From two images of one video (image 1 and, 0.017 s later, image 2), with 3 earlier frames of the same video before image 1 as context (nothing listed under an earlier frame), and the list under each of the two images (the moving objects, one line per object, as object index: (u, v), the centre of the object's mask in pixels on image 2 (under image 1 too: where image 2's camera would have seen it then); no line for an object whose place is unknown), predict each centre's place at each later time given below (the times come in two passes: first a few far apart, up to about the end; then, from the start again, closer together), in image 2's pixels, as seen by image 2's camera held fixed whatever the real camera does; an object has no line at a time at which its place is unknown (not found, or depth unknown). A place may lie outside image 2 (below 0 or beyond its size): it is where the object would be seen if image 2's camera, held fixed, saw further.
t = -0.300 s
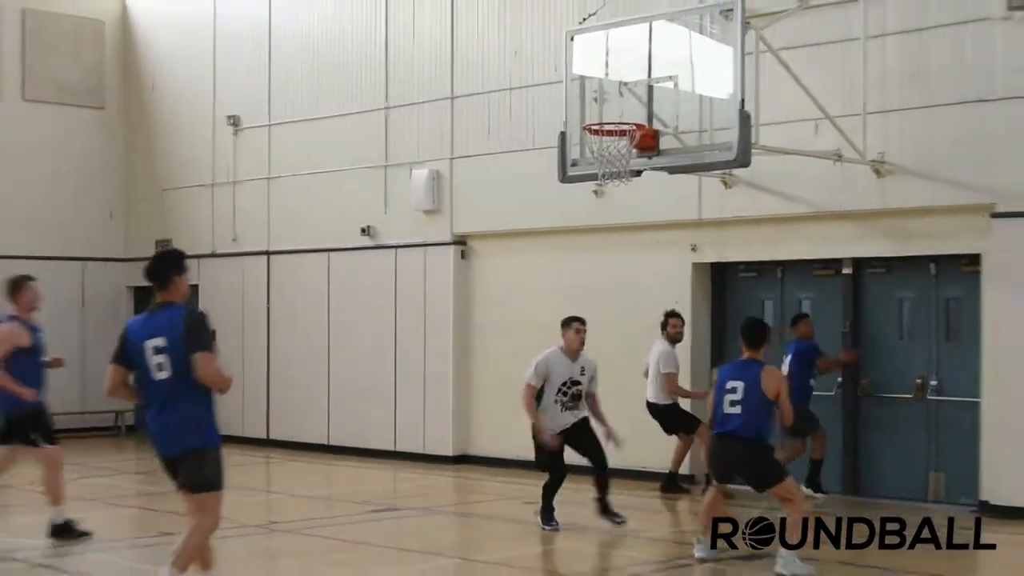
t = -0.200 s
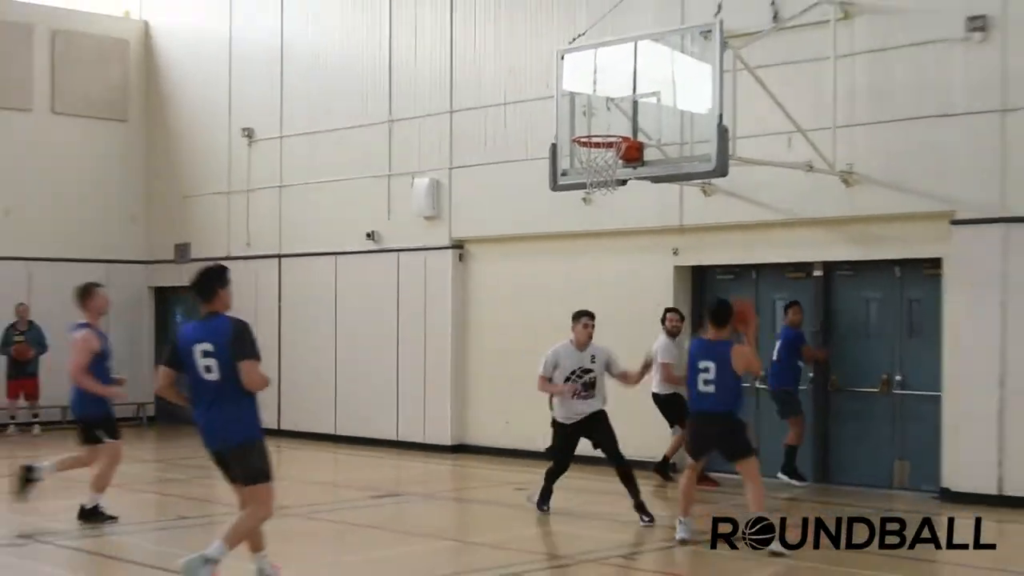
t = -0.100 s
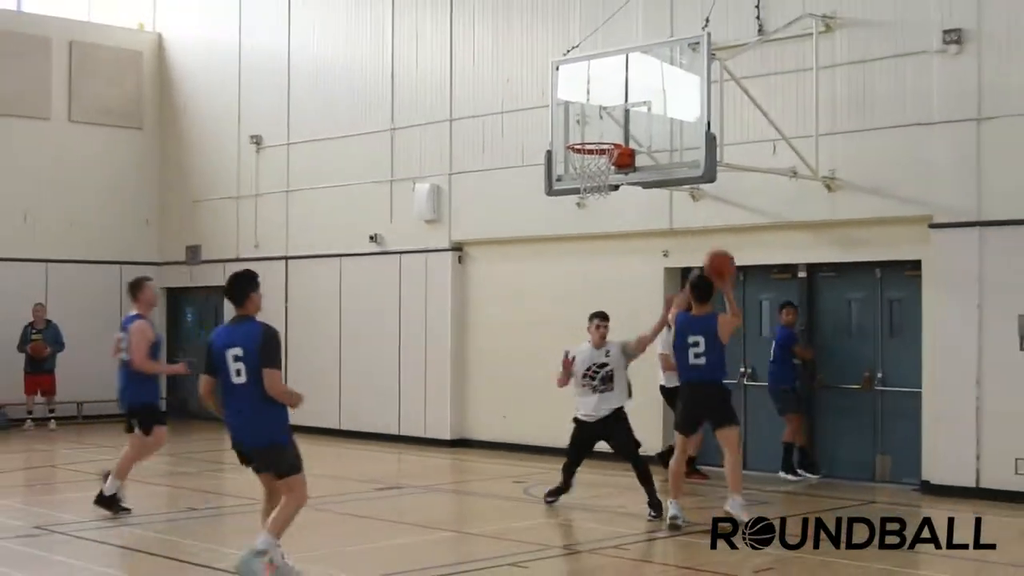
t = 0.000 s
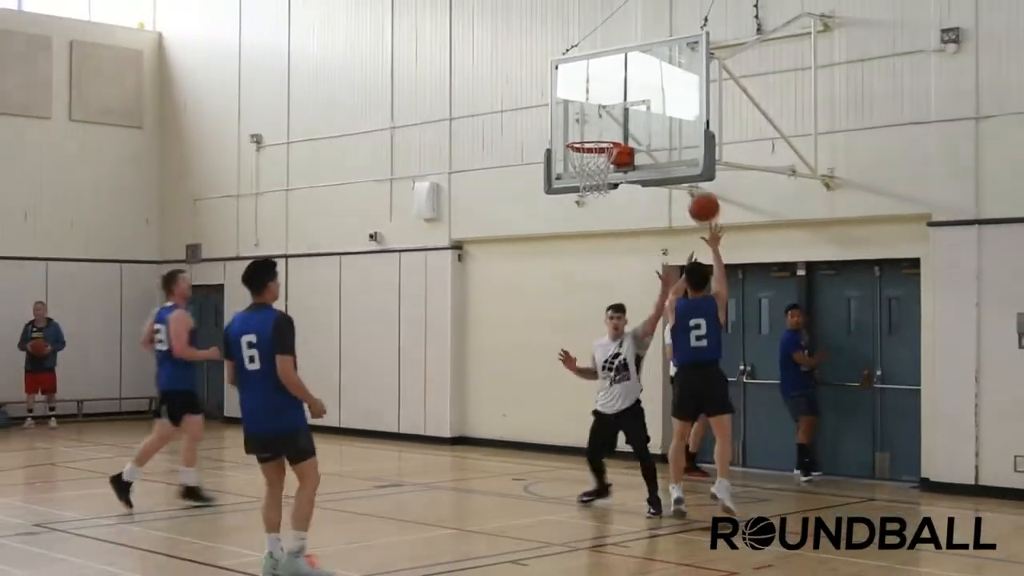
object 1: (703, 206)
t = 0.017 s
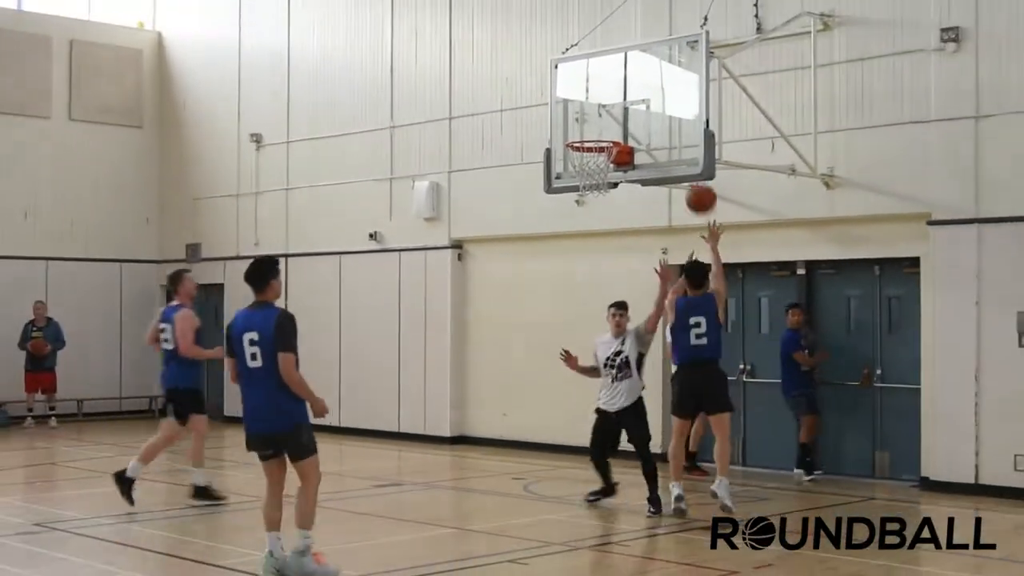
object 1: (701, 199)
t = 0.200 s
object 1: (673, 135)
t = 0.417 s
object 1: (644, 116)
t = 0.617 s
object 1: (611, 126)
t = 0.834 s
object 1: (579, 135)
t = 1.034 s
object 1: (601, 144)
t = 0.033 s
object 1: (698, 192)
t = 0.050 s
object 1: (695, 184)
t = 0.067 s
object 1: (693, 177)
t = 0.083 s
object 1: (690, 171)
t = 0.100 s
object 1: (688, 165)
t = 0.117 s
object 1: (685, 158)
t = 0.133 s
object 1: (683, 153)
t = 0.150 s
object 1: (680, 148)
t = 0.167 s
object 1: (678, 143)
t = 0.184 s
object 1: (676, 139)
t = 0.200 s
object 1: (673, 135)
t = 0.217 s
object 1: (671, 131)
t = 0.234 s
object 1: (669, 129)
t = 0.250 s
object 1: (667, 126)
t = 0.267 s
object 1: (664, 124)
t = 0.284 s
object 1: (662, 122)
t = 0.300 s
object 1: (660, 120)
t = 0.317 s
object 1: (658, 118)
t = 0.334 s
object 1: (655, 117)
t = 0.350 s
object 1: (653, 116)
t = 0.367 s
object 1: (651, 116)
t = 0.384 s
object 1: (649, 116)
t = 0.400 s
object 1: (647, 116)
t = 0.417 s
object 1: (644, 116)
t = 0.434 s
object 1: (643, 117)
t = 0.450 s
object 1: (641, 118)
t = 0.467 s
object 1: (639, 120)
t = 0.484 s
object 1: (637, 121)
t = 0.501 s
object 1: (634, 122)
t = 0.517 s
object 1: (630, 125)
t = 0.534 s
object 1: (626, 127)
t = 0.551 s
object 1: (622, 129)
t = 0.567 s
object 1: (619, 130)
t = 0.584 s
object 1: (616, 129)
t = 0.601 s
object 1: (614, 128)
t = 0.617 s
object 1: (611, 126)
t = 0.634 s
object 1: (608, 125)
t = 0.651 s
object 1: (606, 124)
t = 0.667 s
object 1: (603, 124)
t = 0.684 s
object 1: (601, 124)
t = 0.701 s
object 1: (598, 124)
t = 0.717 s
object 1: (595, 125)
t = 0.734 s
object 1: (593, 126)
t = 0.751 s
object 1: (590, 127)
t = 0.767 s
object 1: (588, 128)
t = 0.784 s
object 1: (585, 130)
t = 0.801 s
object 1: (582, 132)
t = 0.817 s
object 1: (580, 133)
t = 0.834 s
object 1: (579, 135)
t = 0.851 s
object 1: (580, 134)
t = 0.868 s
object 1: (582, 133)
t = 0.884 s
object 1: (584, 133)
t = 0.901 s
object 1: (586, 133)
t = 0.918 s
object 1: (588, 133)
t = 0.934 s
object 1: (589, 134)
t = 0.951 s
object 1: (591, 134)
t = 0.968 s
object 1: (593, 135)
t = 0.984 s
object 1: (595, 136)
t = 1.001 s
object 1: (597, 135)
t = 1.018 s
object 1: (598, 137)
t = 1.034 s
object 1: (601, 144)
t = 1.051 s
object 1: (602, 147)
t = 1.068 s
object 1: (604, 150)
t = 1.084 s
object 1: (605, 154)
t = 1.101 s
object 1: (605, 156)
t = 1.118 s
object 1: (605, 158)
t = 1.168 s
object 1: (606, 165)
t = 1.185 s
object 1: (607, 167)
